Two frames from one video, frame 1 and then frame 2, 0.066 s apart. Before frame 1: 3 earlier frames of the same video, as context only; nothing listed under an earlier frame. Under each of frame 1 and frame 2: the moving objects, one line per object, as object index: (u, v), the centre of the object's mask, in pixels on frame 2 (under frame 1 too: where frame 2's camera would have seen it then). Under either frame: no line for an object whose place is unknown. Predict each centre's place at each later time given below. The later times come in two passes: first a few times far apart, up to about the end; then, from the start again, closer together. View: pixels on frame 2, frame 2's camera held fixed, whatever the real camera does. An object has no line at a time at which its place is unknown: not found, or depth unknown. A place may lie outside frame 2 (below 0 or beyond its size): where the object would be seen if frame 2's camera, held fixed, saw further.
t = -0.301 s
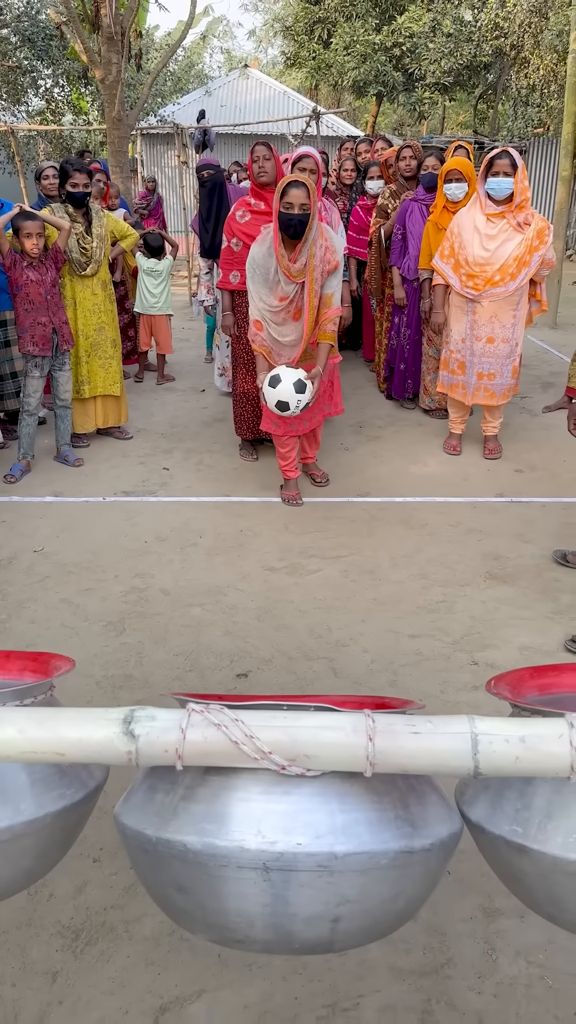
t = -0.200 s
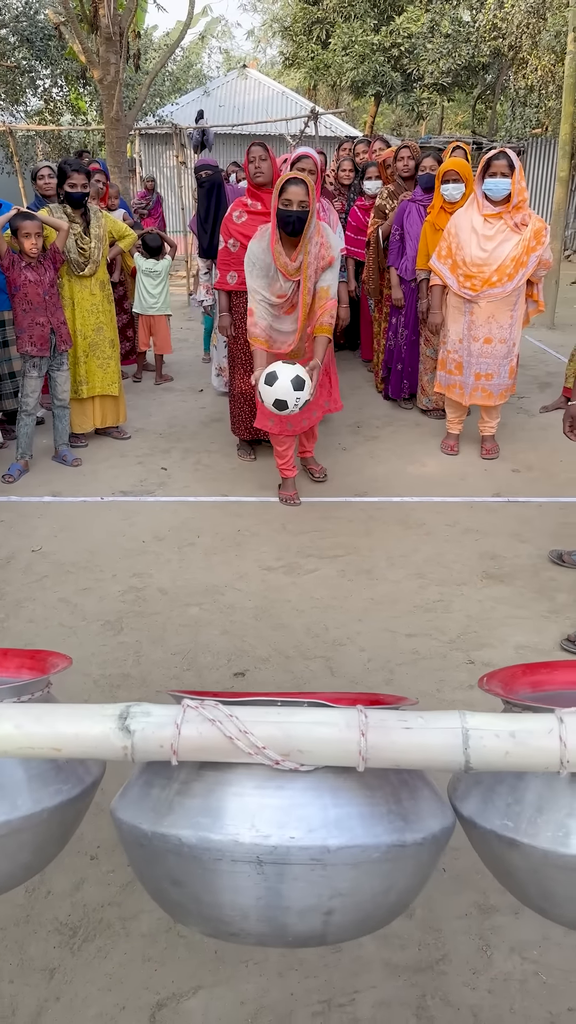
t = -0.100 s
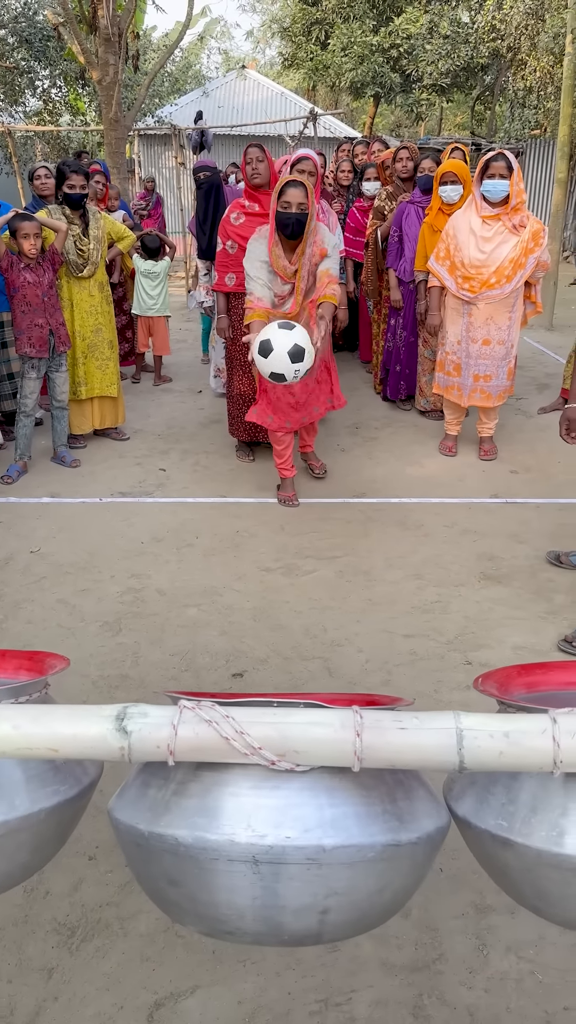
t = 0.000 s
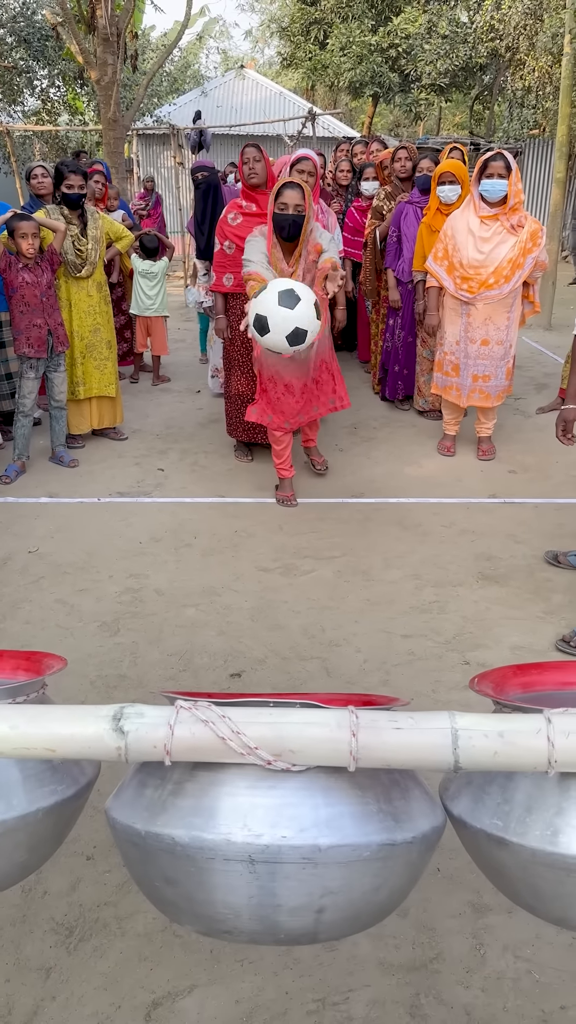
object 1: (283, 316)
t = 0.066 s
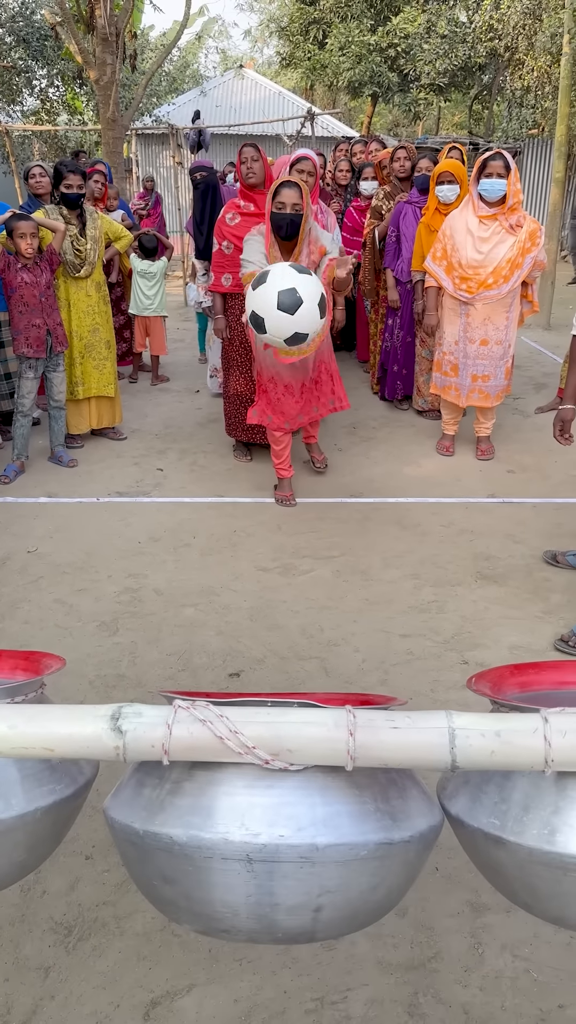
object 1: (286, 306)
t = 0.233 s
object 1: (296, 364)
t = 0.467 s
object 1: (280, 672)
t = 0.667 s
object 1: (276, 683)
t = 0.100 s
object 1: (288, 306)
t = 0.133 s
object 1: (289, 310)
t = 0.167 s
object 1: (291, 321)
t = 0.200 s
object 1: (293, 338)
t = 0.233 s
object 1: (296, 364)
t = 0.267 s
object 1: (299, 398)
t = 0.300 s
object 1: (302, 443)
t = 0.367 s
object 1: (309, 573)
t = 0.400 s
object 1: (313, 644)
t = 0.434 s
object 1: (307, 664)
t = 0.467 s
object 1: (280, 672)
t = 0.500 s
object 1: (262, 671)
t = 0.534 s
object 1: (265, 671)
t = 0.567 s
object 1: (276, 669)
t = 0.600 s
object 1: (285, 673)
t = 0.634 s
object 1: (285, 678)
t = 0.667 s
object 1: (276, 683)
